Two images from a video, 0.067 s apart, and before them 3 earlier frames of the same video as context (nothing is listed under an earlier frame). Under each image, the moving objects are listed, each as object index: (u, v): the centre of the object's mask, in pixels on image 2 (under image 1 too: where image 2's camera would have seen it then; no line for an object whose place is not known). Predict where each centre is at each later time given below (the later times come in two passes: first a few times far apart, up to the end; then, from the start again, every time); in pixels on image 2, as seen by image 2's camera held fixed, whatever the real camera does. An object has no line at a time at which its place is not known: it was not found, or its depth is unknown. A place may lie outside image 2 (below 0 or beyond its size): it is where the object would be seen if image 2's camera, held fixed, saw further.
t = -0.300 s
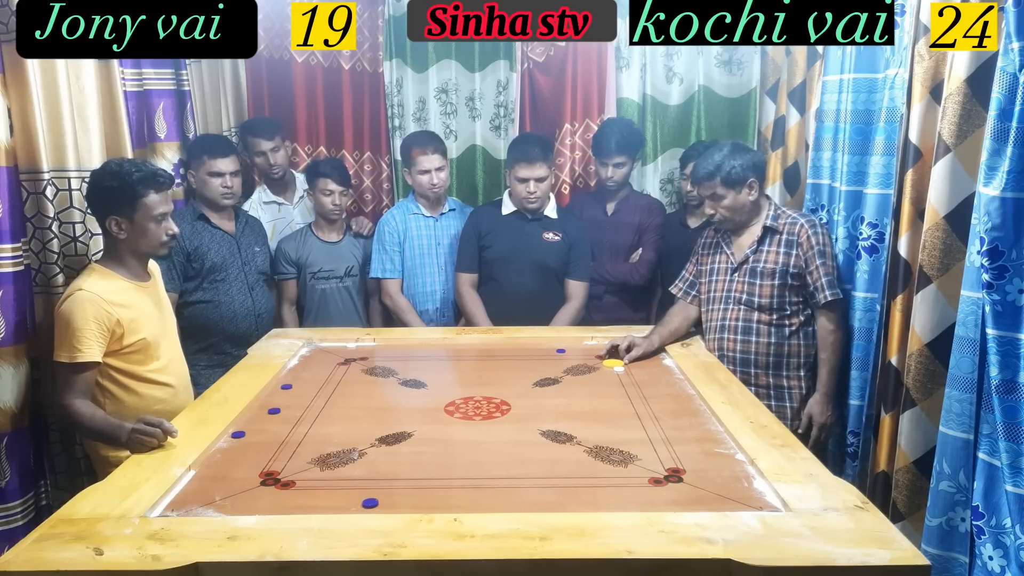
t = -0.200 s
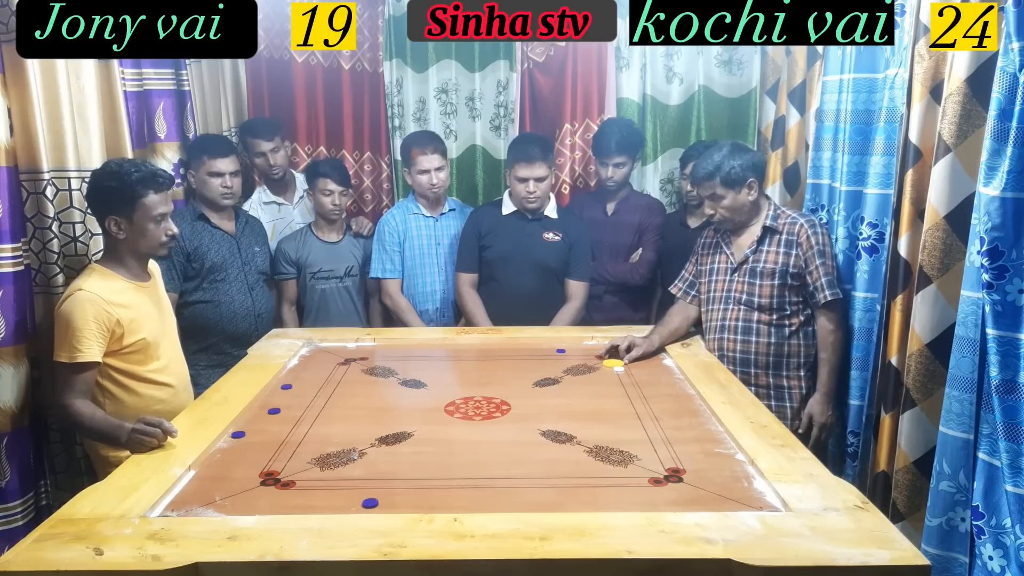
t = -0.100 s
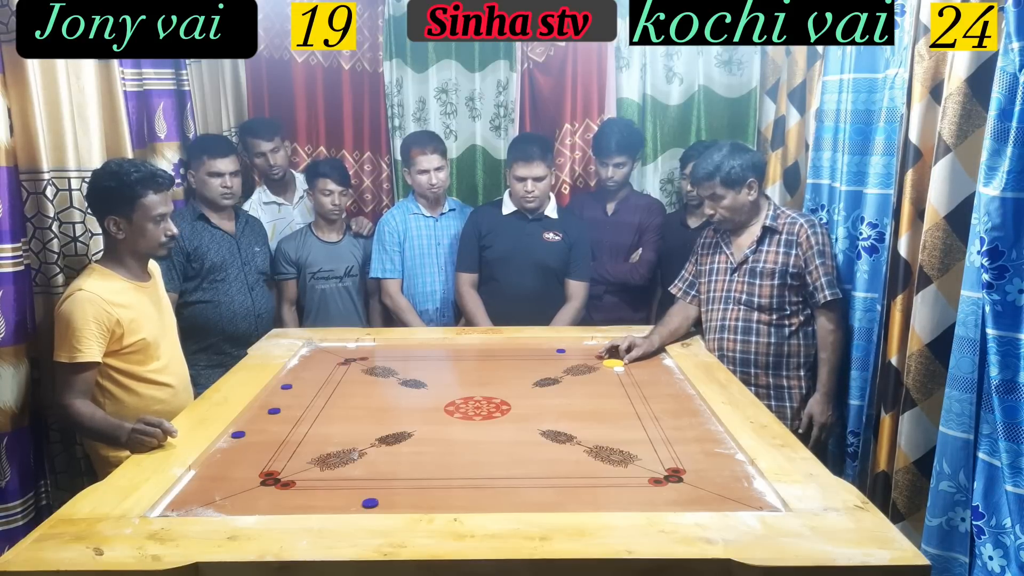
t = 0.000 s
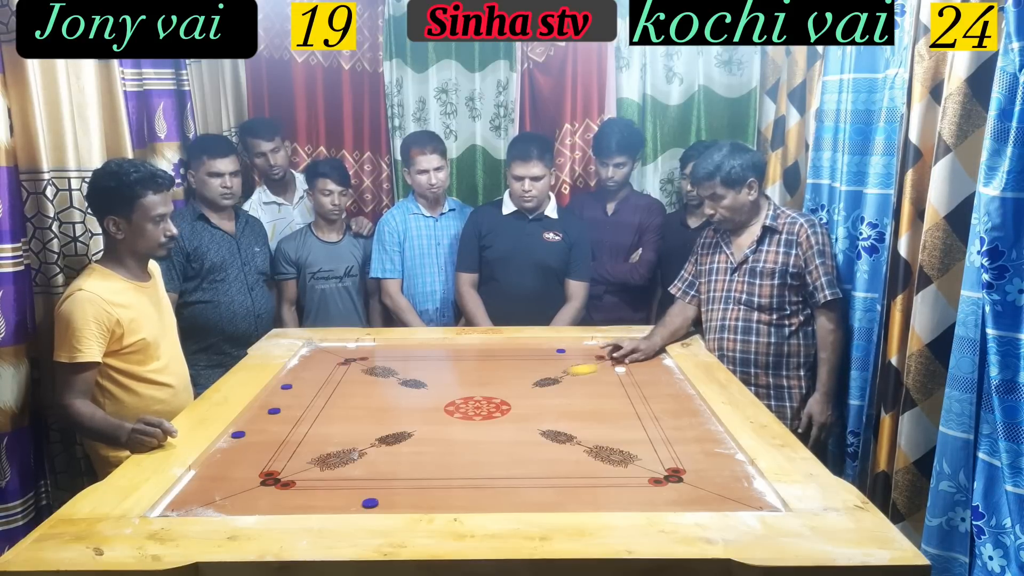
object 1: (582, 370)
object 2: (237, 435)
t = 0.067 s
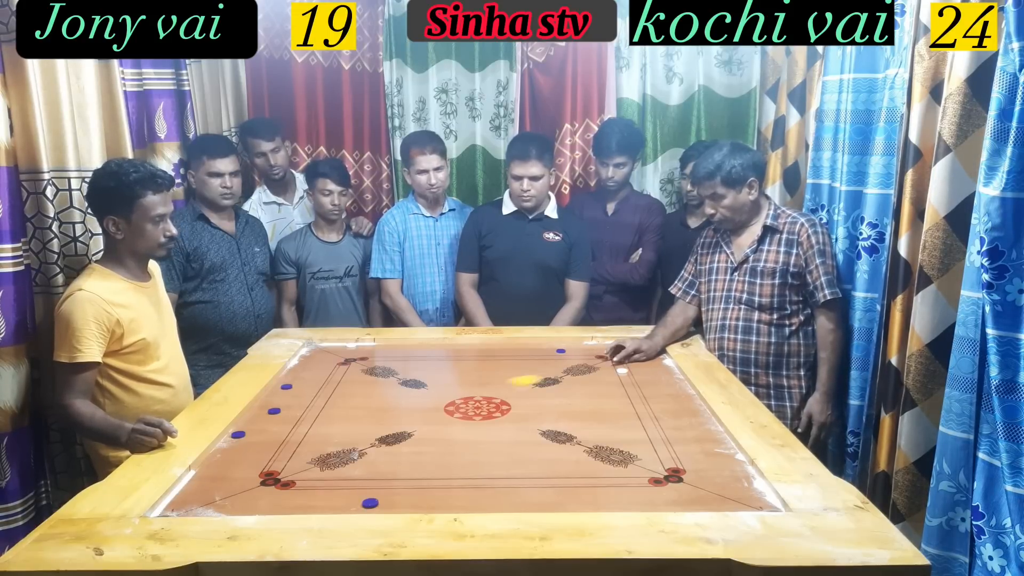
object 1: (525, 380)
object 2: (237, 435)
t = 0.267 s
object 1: (324, 418)
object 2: (238, 435)
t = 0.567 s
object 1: (275, 439)
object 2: (279, 505)
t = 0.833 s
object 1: (306, 443)
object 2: (389, 482)
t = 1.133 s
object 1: (314, 443)
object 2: (471, 463)
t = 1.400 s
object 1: (314, 443)
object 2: (511, 453)
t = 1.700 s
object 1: (314, 443)
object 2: (532, 448)
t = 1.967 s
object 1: (314, 443)
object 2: (532, 448)
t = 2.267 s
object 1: (314, 443)
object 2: (532, 448)
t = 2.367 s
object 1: (314, 443)
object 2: (533, 448)
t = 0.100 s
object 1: (495, 386)
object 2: (237, 435)
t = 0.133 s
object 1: (463, 392)
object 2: (238, 435)
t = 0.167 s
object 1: (430, 399)
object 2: (237, 435)
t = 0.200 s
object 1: (396, 405)
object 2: (238, 435)
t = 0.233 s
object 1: (361, 412)
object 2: (238, 435)
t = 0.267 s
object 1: (324, 418)
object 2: (238, 435)
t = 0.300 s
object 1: (284, 425)
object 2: (238, 434)
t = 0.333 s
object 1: (252, 432)
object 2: (229, 439)
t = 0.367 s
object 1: (241, 433)
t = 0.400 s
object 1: (246, 435)
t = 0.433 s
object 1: (253, 436)
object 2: (206, 515)
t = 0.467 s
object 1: (259, 437)
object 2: (223, 508)
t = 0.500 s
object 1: (265, 438)
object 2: (240, 504)
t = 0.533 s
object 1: (270, 439)
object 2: (261, 506)
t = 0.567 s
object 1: (275, 439)
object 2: (279, 505)
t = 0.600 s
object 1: (280, 440)
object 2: (295, 502)
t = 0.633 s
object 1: (284, 441)
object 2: (310, 499)
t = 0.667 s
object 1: (289, 441)
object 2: (325, 496)
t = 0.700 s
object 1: (293, 442)
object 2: (339, 493)
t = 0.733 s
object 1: (297, 442)
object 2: (352, 490)
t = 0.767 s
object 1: (301, 443)
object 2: (366, 488)
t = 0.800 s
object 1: (303, 443)
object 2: (377, 485)
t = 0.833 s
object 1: (306, 443)
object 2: (389, 482)
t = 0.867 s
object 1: (308, 443)
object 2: (401, 480)
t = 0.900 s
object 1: (310, 443)
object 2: (411, 478)
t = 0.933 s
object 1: (312, 443)
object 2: (422, 475)
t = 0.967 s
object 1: (313, 443)
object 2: (431, 473)
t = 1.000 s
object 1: (314, 443)
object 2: (440, 471)
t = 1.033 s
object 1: (314, 443)
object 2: (448, 469)
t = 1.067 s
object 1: (314, 443)
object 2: (457, 467)
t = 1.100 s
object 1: (314, 443)
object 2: (464, 465)
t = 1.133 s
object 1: (314, 443)
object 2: (471, 463)
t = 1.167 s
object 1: (314, 443)
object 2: (477, 462)
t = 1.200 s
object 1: (314, 443)
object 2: (483, 460)
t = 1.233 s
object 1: (314, 443)
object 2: (489, 459)
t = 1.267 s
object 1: (314, 443)
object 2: (494, 457)
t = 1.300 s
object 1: (314, 443)
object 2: (498, 456)
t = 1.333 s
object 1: (314, 443)
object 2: (503, 455)
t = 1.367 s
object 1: (314, 443)
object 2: (508, 454)
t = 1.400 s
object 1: (314, 443)
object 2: (511, 453)
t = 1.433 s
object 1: (314, 443)
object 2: (515, 452)
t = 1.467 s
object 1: (314, 443)
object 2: (518, 452)
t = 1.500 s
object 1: (314, 443)
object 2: (521, 451)
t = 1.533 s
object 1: (314, 443)
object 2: (523, 450)
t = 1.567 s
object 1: (314, 443)
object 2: (525, 450)
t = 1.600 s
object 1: (314, 443)
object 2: (527, 449)
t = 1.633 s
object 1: (314, 443)
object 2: (529, 449)
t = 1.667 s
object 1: (314, 443)
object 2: (530, 448)
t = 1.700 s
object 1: (314, 443)
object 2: (532, 448)
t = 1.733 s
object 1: (314, 443)
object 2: (532, 448)
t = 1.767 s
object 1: (314, 443)
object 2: (533, 448)
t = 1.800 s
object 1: (314, 443)
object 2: (533, 448)
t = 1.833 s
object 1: (314, 443)
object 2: (533, 448)
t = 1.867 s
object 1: (314, 443)
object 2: (533, 448)
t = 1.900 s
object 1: (314, 443)
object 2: (532, 448)
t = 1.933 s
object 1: (314, 443)
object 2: (532, 448)
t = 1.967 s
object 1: (314, 443)
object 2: (532, 448)
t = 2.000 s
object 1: (314, 443)
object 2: (532, 448)
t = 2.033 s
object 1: (314, 443)
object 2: (533, 448)
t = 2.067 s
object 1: (314, 443)
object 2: (533, 448)
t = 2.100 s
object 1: (314, 443)
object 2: (533, 448)
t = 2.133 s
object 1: (314, 443)
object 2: (532, 448)
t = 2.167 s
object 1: (314, 443)
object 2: (532, 448)
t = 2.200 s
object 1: (314, 443)
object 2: (533, 448)
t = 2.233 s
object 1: (314, 443)
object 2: (533, 448)
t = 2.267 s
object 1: (314, 443)
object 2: (532, 448)
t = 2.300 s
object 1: (314, 443)
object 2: (533, 448)
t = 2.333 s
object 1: (314, 443)
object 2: (533, 448)
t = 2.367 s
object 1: (314, 443)
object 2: (533, 448)
